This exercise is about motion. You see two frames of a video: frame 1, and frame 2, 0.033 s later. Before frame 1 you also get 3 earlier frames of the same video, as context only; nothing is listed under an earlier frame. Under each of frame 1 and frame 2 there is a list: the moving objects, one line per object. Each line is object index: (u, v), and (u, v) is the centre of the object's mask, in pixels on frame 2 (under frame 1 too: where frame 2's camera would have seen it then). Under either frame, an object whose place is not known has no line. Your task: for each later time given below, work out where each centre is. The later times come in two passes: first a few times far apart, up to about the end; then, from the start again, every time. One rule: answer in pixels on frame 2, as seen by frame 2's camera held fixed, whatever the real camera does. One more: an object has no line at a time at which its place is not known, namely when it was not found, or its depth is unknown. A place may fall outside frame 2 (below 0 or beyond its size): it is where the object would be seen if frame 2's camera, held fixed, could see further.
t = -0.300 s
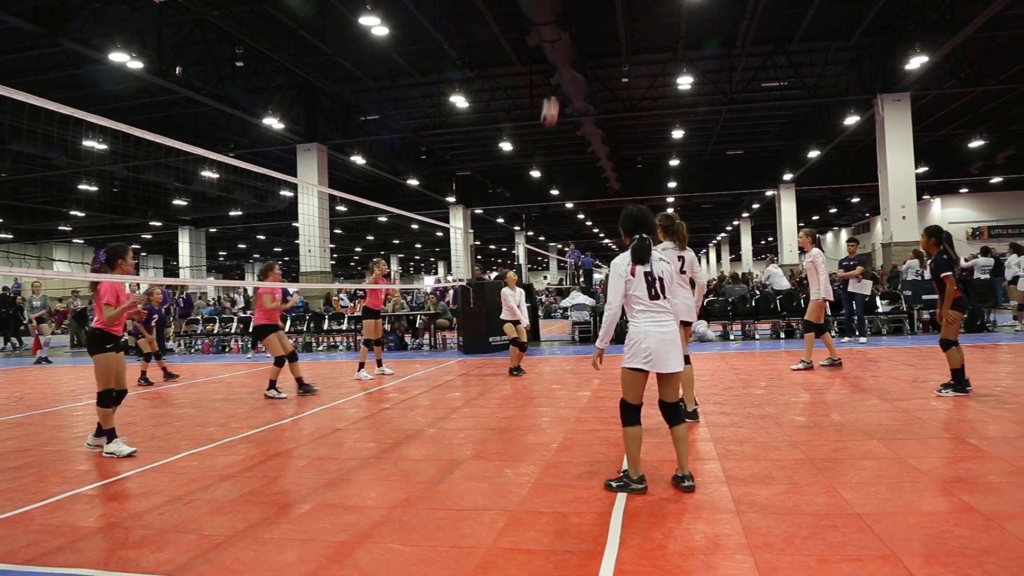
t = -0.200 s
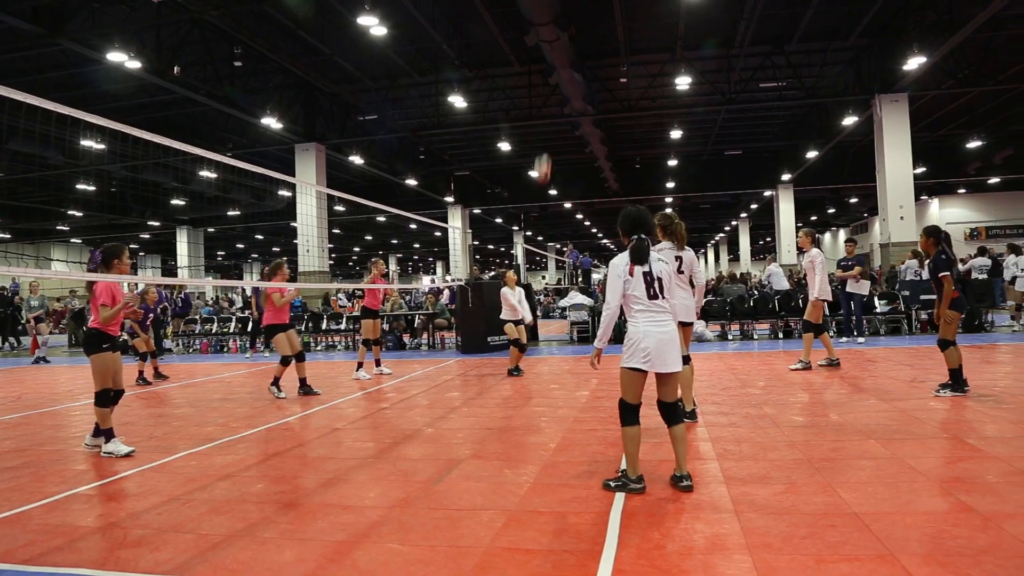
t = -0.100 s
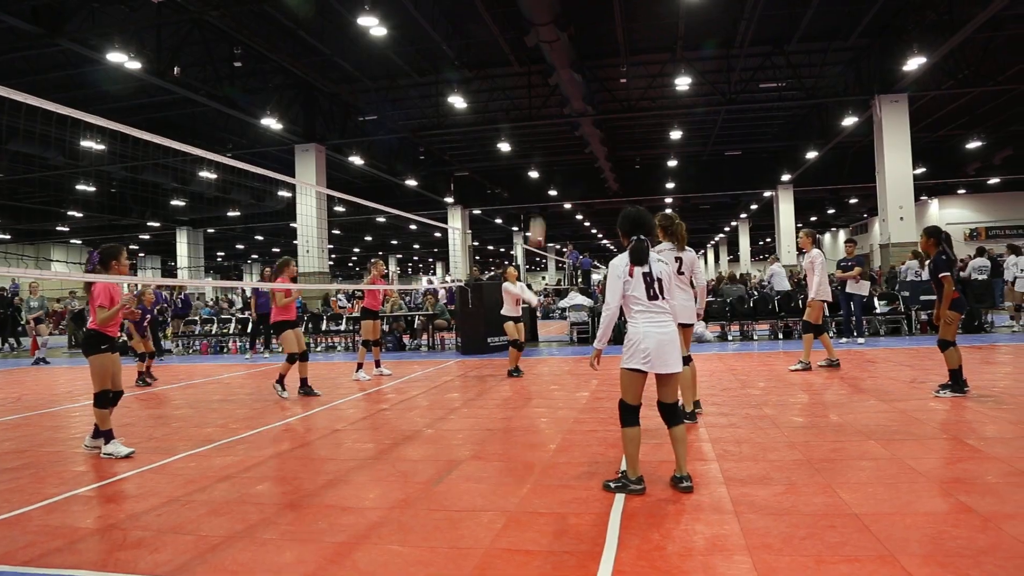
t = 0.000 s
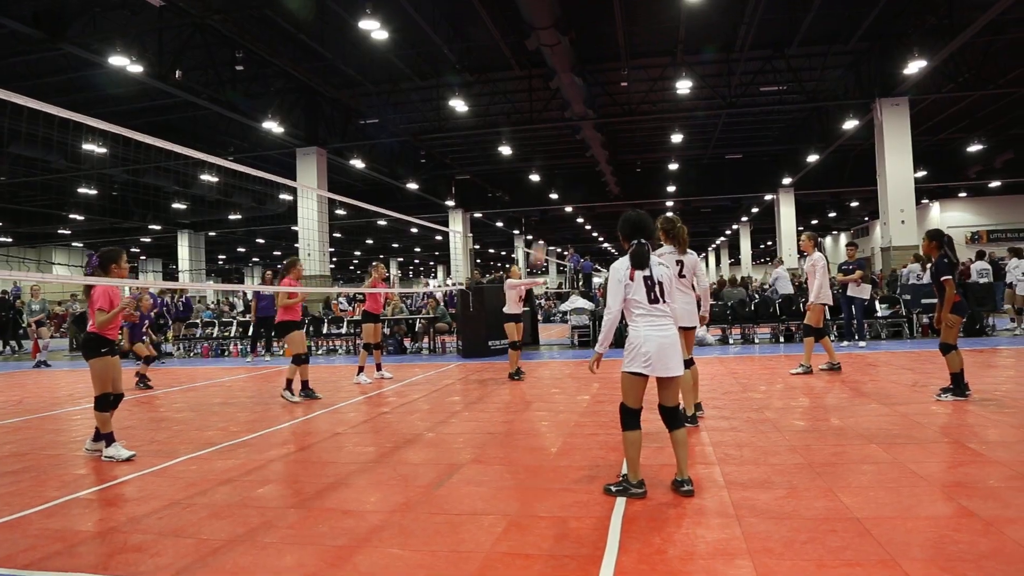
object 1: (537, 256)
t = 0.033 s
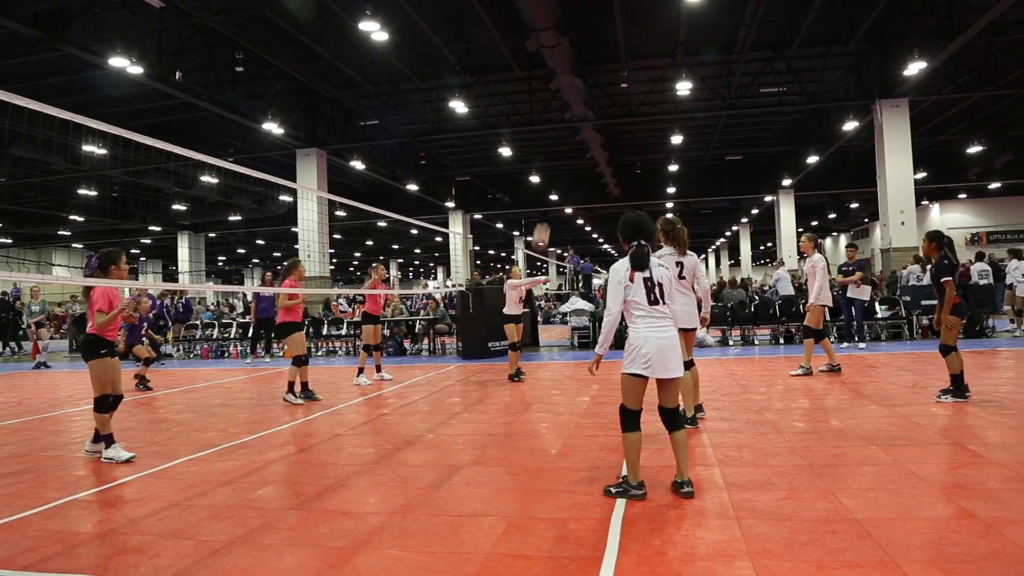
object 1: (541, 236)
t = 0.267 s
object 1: (564, 126)
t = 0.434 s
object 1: (582, 75)
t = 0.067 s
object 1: (544, 218)
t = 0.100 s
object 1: (547, 199)
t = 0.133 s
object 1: (551, 183)
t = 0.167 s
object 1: (554, 168)
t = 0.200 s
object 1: (558, 153)
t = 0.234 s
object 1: (561, 139)
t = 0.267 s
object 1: (564, 126)
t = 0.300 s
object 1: (568, 114)
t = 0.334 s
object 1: (572, 103)
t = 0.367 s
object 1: (575, 93)
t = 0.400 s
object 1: (578, 83)
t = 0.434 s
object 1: (582, 75)
